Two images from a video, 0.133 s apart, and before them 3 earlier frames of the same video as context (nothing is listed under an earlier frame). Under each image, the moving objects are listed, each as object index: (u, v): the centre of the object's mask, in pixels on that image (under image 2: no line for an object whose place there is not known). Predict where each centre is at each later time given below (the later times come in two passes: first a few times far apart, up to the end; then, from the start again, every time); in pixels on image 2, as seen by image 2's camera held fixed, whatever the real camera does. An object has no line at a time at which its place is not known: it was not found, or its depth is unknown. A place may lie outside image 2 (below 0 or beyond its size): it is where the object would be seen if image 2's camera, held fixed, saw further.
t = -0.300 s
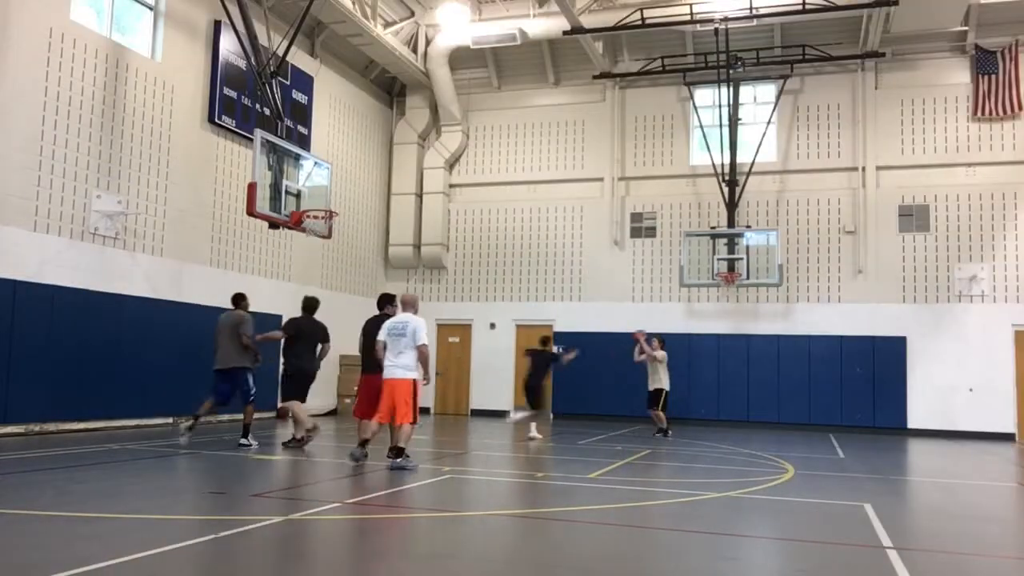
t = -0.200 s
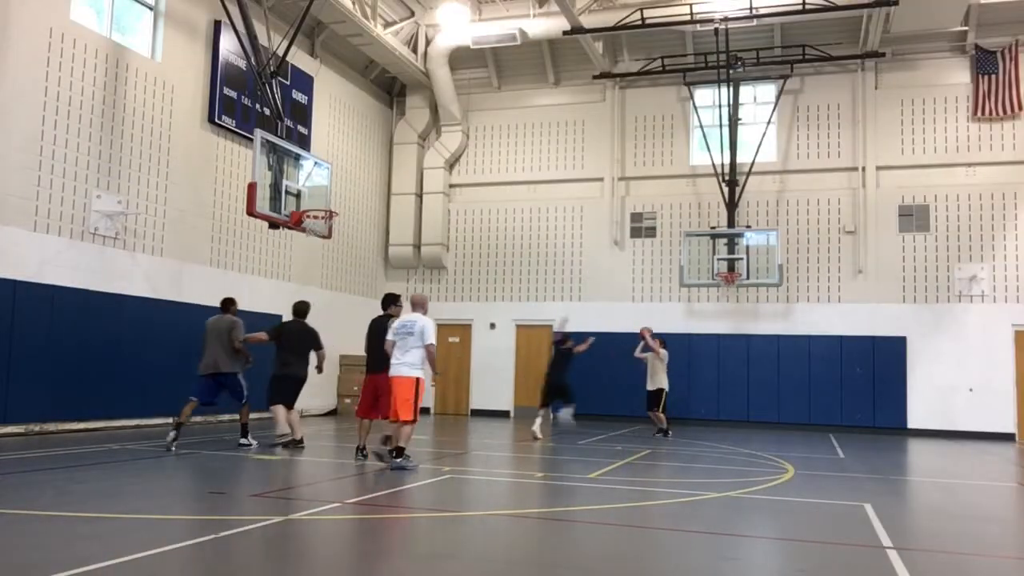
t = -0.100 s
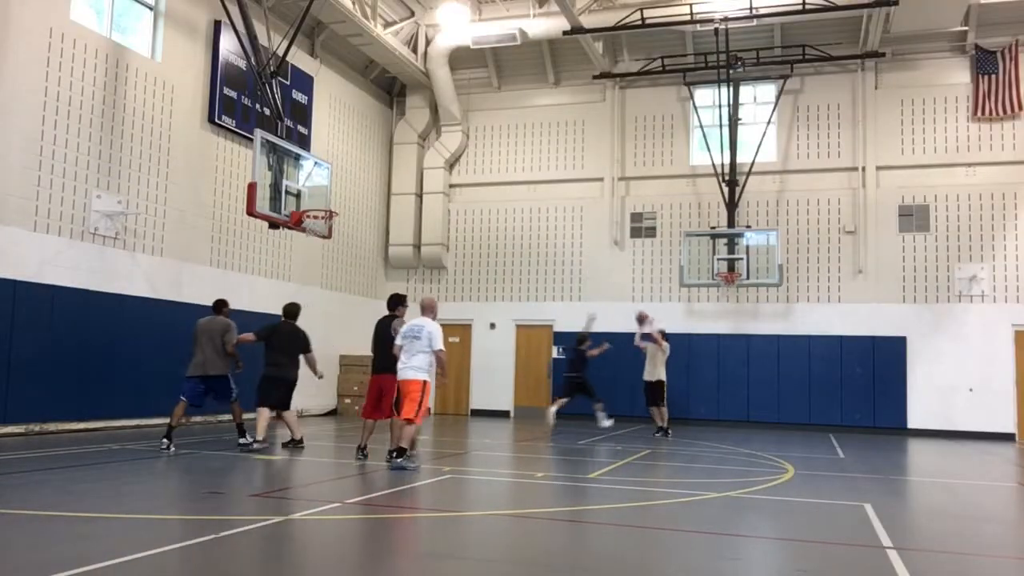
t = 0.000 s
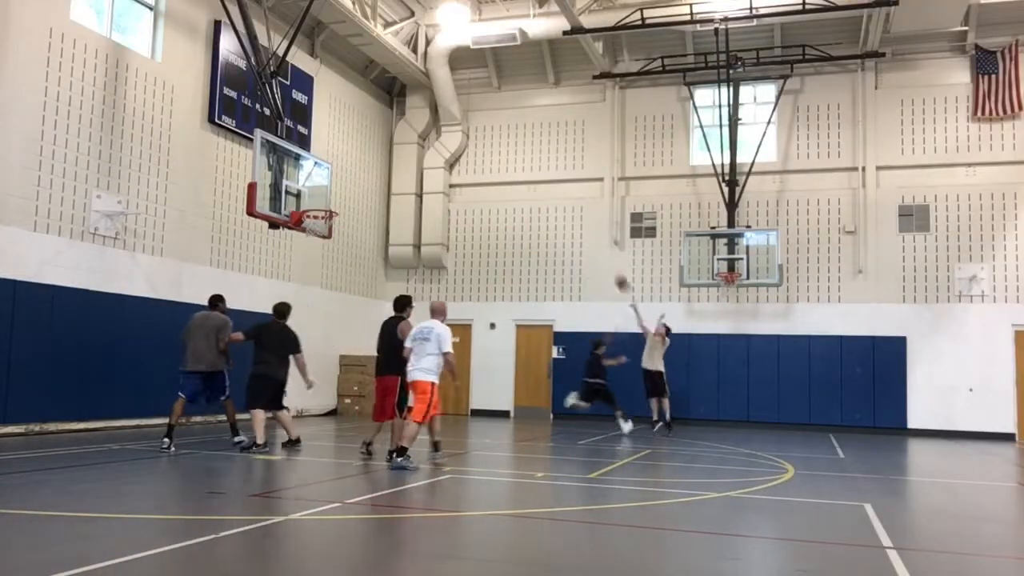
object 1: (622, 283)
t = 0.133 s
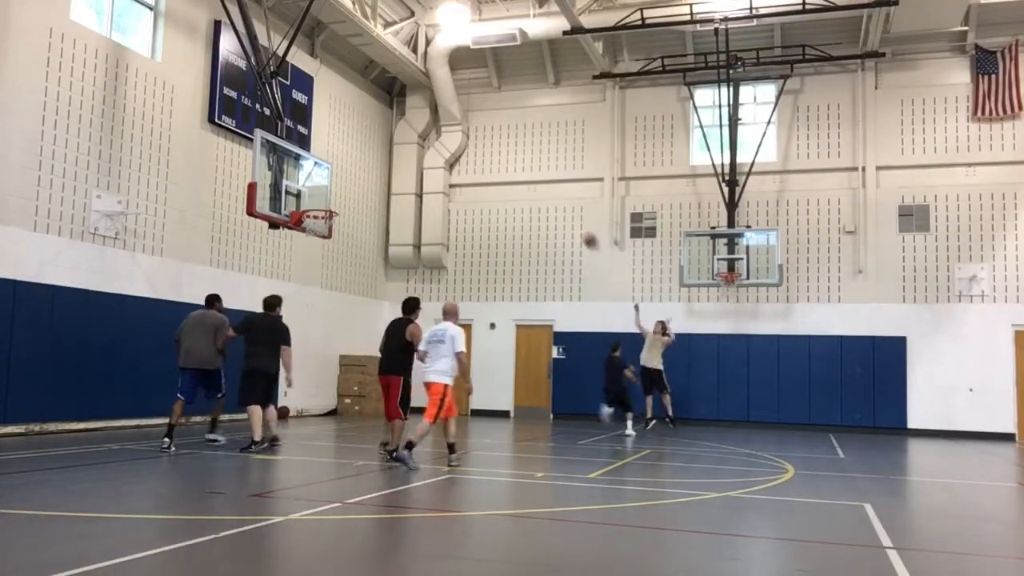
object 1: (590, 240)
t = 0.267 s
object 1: (557, 207)
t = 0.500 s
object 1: (495, 173)
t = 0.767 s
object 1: (417, 172)
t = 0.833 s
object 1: (395, 180)
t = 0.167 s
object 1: (582, 231)
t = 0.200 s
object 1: (574, 223)
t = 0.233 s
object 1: (565, 215)
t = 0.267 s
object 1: (557, 207)
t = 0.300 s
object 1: (549, 201)
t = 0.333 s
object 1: (540, 195)
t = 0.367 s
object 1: (531, 189)
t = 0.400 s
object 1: (522, 184)
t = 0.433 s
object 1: (514, 180)
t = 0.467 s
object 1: (504, 175)
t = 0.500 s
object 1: (495, 173)
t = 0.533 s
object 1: (486, 170)
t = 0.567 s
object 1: (477, 168)
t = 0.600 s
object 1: (467, 167)
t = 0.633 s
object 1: (458, 167)
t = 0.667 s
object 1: (448, 167)
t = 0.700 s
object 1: (437, 168)
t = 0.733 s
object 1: (427, 170)
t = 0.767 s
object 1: (417, 172)
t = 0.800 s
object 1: (405, 175)
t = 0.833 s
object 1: (395, 180)
